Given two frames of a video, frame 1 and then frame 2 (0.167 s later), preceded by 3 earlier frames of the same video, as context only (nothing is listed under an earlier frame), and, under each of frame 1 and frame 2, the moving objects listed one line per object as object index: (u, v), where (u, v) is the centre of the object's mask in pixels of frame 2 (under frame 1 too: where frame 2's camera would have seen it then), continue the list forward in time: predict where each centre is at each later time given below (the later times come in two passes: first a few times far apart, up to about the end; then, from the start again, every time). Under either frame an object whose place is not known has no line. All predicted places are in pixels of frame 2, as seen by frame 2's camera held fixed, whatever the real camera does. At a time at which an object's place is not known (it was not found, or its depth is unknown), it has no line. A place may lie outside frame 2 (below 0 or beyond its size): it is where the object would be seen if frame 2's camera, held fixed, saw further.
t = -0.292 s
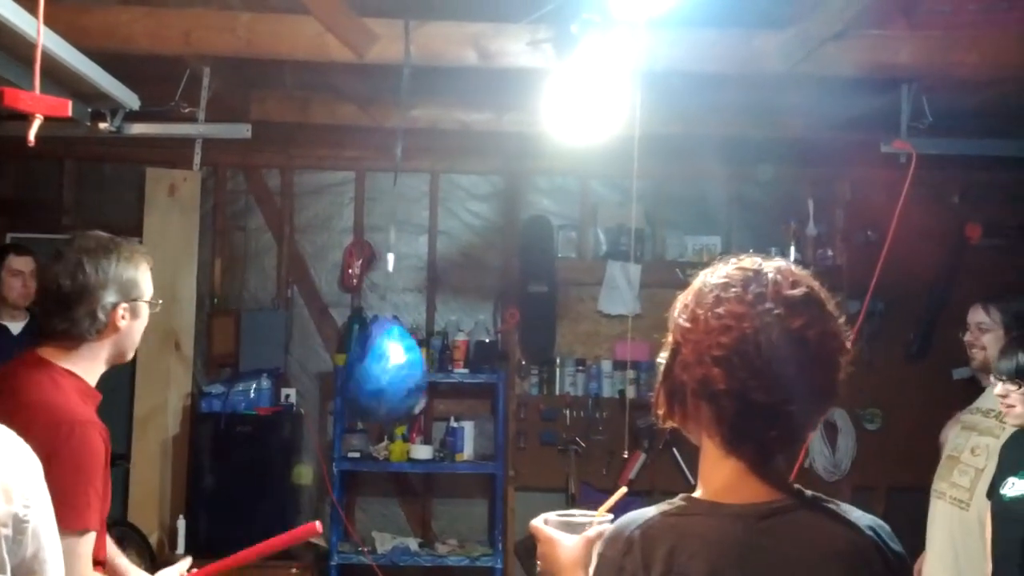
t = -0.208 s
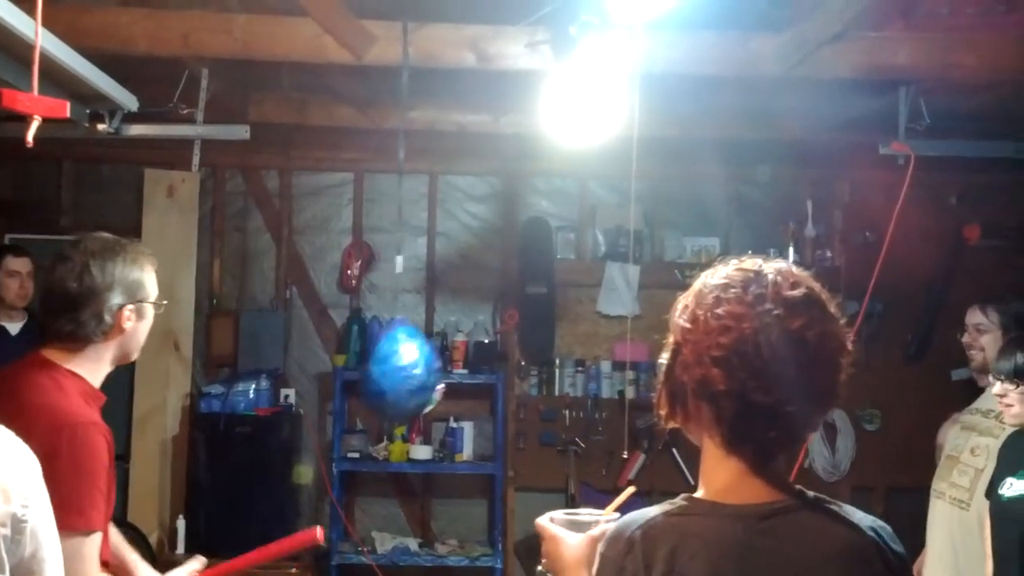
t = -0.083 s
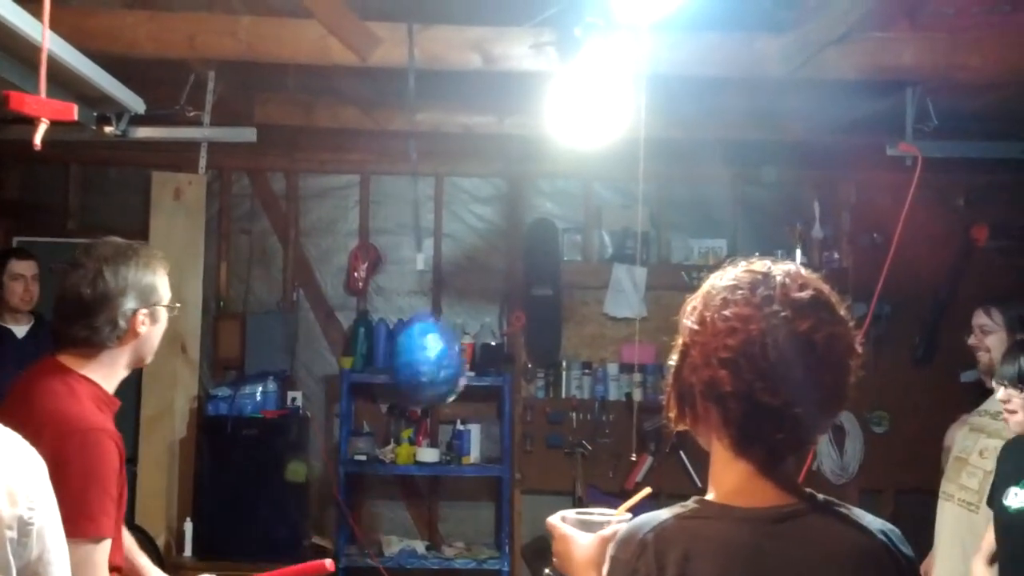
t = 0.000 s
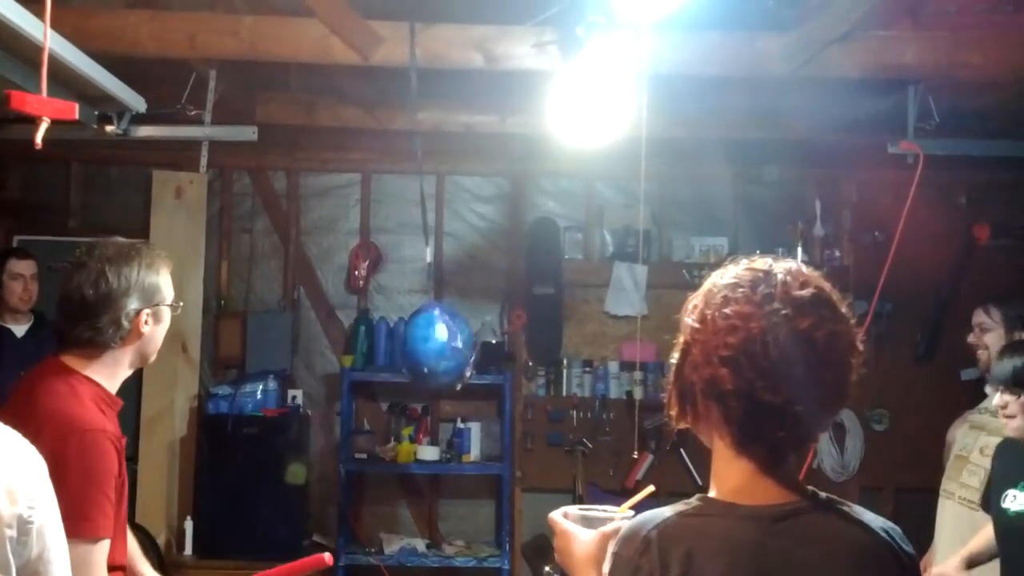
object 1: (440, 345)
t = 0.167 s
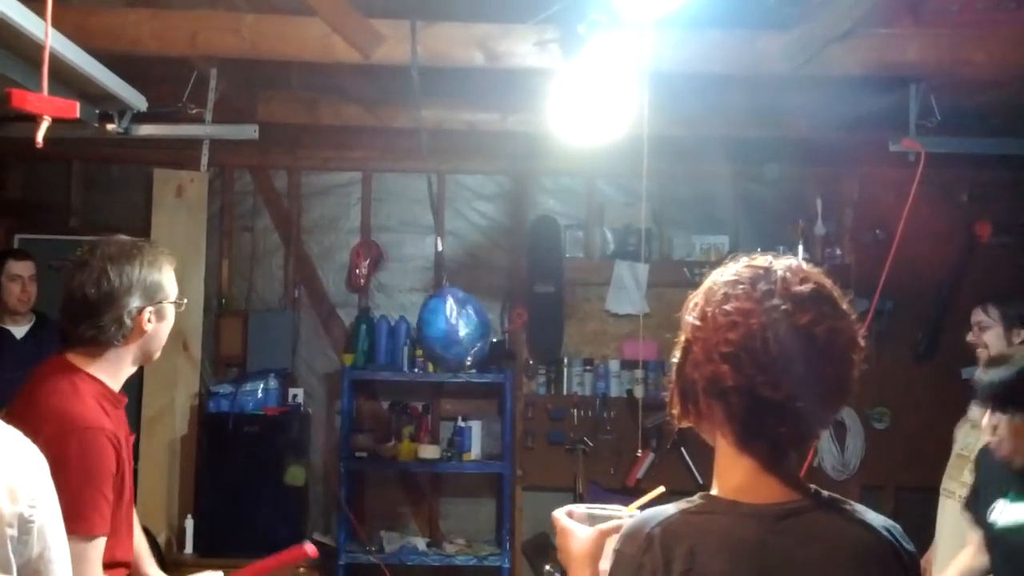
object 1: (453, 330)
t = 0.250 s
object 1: (457, 328)
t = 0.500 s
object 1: (453, 345)
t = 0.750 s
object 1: (419, 371)
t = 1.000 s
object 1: (367, 356)
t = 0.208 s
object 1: (456, 329)
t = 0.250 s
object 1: (457, 328)
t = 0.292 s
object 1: (458, 329)
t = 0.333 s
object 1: (458, 329)
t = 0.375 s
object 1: (458, 333)
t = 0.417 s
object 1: (457, 336)
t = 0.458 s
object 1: (456, 340)
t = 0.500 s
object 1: (453, 345)
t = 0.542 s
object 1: (449, 351)
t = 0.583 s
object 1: (445, 355)
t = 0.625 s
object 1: (441, 360)
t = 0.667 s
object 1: (435, 366)
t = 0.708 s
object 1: (427, 370)
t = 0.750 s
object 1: (419, 371)
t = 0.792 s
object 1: (411, 372)
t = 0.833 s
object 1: (401, 373)
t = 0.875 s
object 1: (395, 370)
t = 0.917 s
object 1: (385, 366)
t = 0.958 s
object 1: (377, 362)
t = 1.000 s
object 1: (367, 356)
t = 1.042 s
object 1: (358, 351)
